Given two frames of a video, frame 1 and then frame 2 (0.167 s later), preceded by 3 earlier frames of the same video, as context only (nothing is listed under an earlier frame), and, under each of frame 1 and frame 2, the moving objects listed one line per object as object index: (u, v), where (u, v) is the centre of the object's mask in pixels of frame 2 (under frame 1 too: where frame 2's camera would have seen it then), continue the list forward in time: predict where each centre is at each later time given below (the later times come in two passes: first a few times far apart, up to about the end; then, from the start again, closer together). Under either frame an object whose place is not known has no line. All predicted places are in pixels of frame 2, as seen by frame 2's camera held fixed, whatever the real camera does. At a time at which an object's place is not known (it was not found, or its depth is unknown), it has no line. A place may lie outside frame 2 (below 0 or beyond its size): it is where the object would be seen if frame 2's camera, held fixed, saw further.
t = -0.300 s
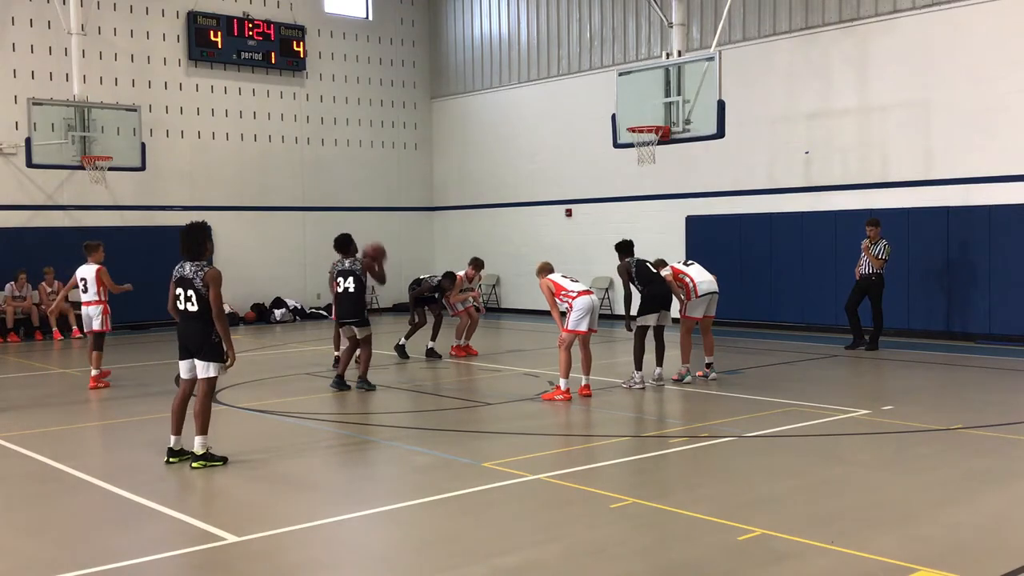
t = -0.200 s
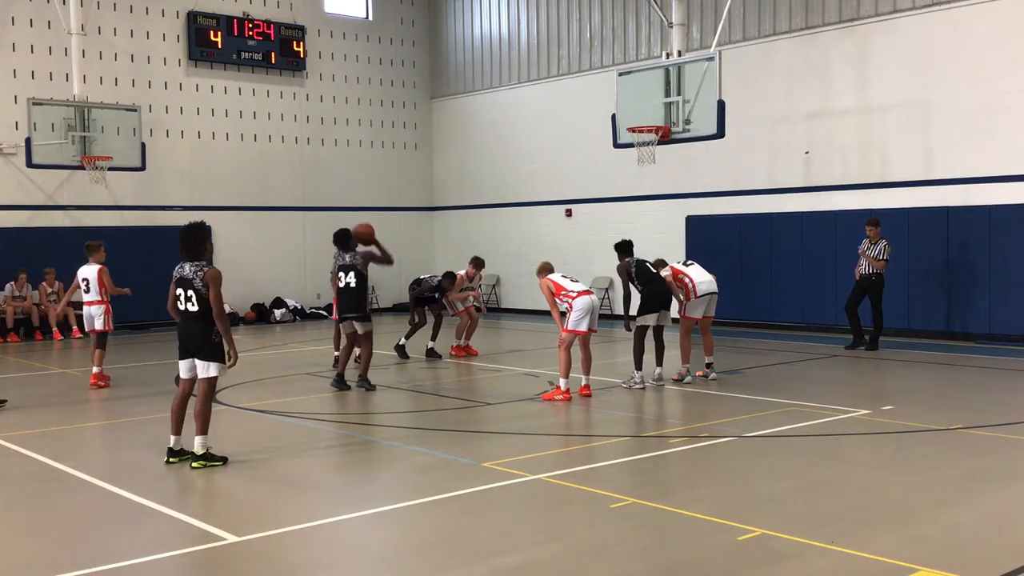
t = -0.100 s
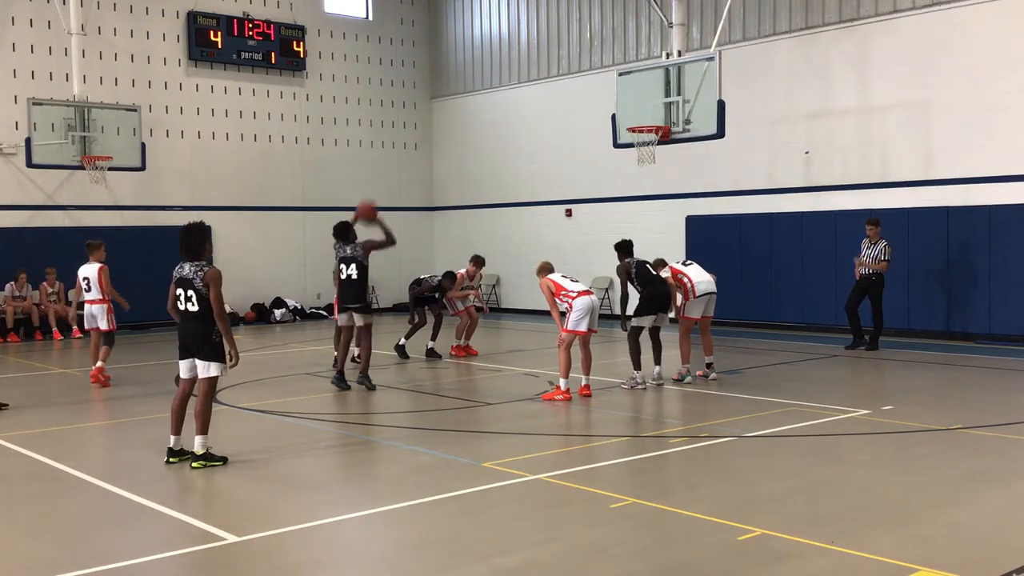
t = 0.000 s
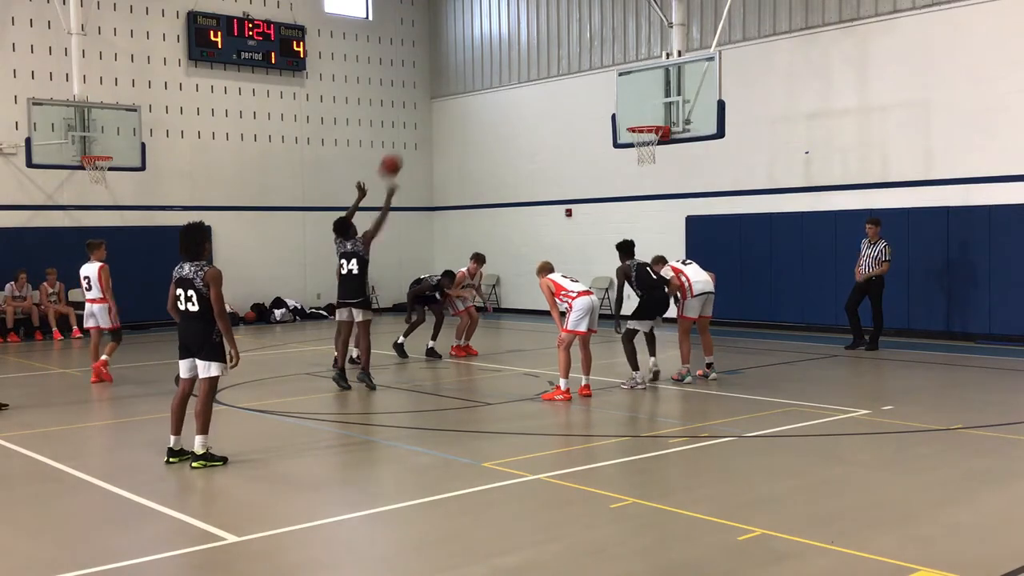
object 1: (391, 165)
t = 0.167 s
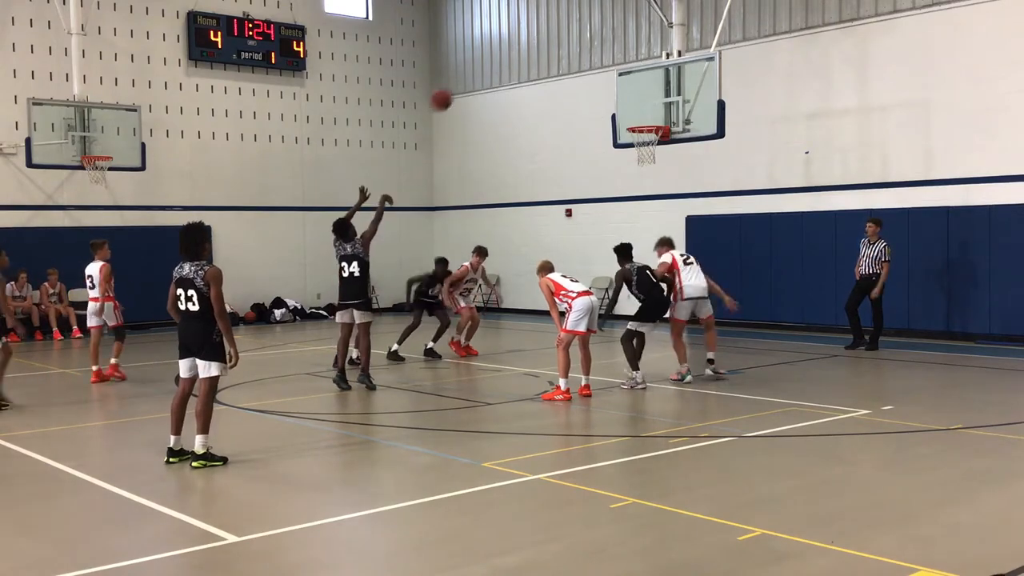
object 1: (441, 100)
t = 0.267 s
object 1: (471, 73)
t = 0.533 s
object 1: (545, 47)
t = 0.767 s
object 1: (603, 72)
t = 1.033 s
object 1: (653, 143)
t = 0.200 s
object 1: (451, 89)
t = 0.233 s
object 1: (461, 81)
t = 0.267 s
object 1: (471, 73)
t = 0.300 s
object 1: (480, 67)
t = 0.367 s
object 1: (499, 56)
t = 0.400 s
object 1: (508, 52)
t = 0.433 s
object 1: (517, 50)
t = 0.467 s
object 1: (526, 48)
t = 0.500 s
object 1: (535, 47)
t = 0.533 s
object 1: (545, 47)
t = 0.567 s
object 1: (553, 48)
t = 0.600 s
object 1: (561, 50)
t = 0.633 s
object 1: (569, 53)
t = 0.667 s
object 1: (578, 56)
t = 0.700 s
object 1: (586, 60)
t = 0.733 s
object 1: (594, 66)
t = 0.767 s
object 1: (603, 72)
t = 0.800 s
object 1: (610, 79)
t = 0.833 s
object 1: (618, 86)
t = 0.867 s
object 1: (626, 95)
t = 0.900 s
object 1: (634, 103)
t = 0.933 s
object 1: (641, 112)
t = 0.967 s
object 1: (649, 122)
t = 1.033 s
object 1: (653, 143)
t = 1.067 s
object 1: (651, 148)
